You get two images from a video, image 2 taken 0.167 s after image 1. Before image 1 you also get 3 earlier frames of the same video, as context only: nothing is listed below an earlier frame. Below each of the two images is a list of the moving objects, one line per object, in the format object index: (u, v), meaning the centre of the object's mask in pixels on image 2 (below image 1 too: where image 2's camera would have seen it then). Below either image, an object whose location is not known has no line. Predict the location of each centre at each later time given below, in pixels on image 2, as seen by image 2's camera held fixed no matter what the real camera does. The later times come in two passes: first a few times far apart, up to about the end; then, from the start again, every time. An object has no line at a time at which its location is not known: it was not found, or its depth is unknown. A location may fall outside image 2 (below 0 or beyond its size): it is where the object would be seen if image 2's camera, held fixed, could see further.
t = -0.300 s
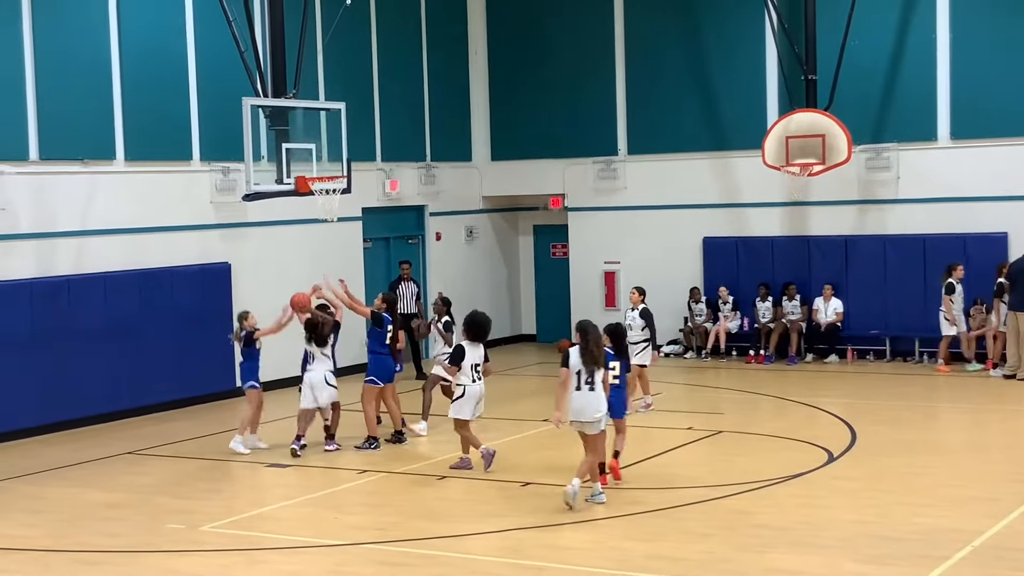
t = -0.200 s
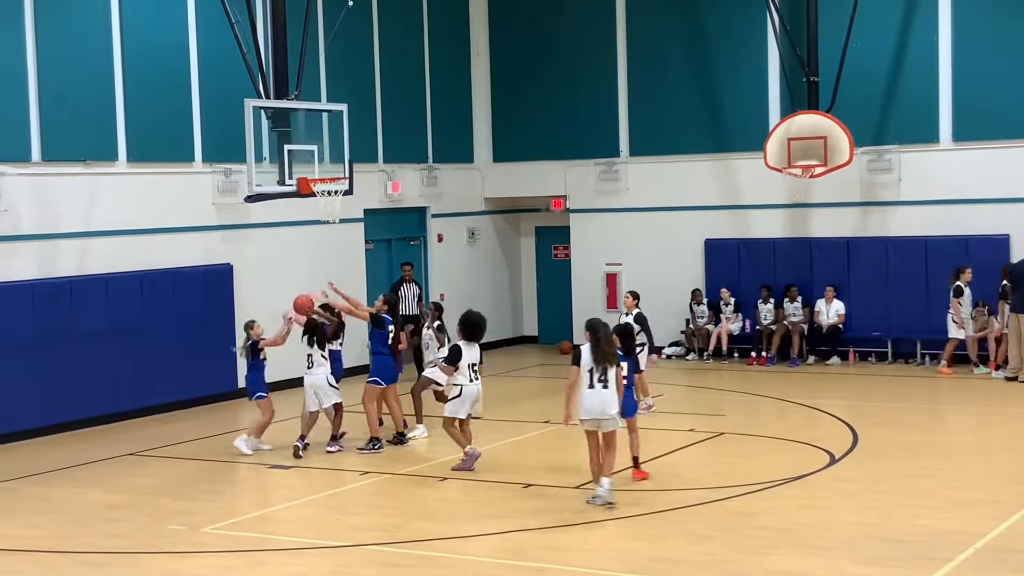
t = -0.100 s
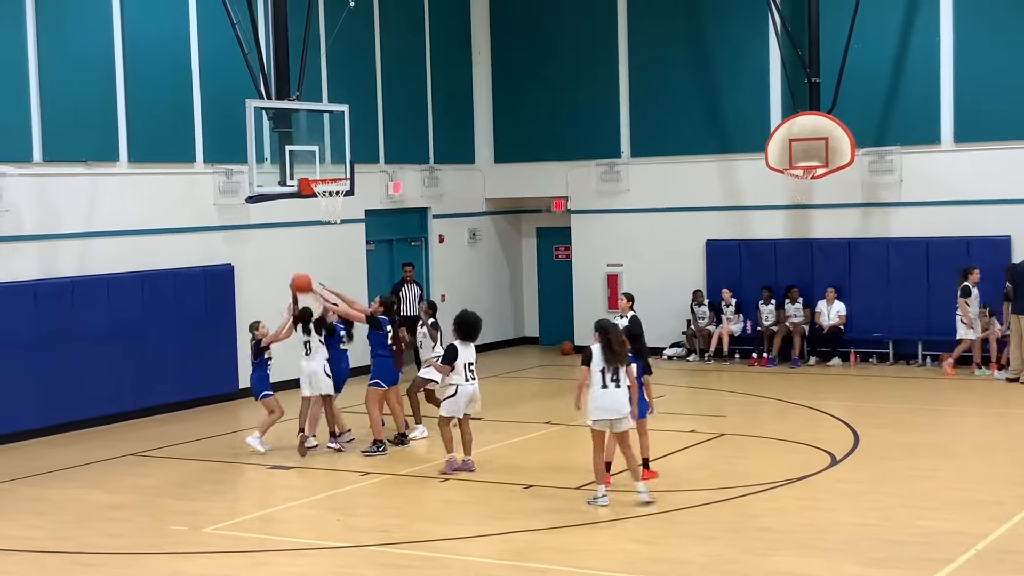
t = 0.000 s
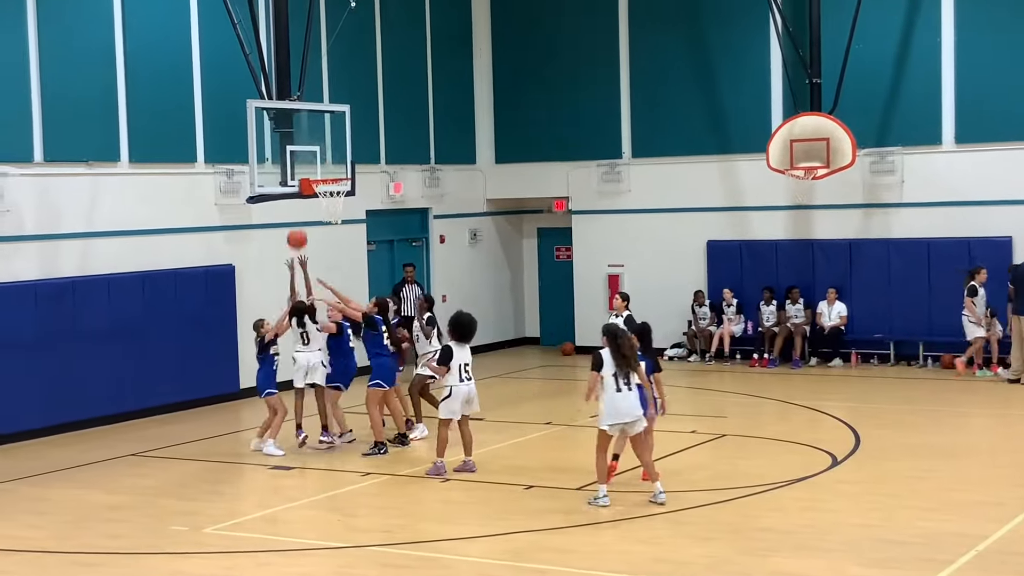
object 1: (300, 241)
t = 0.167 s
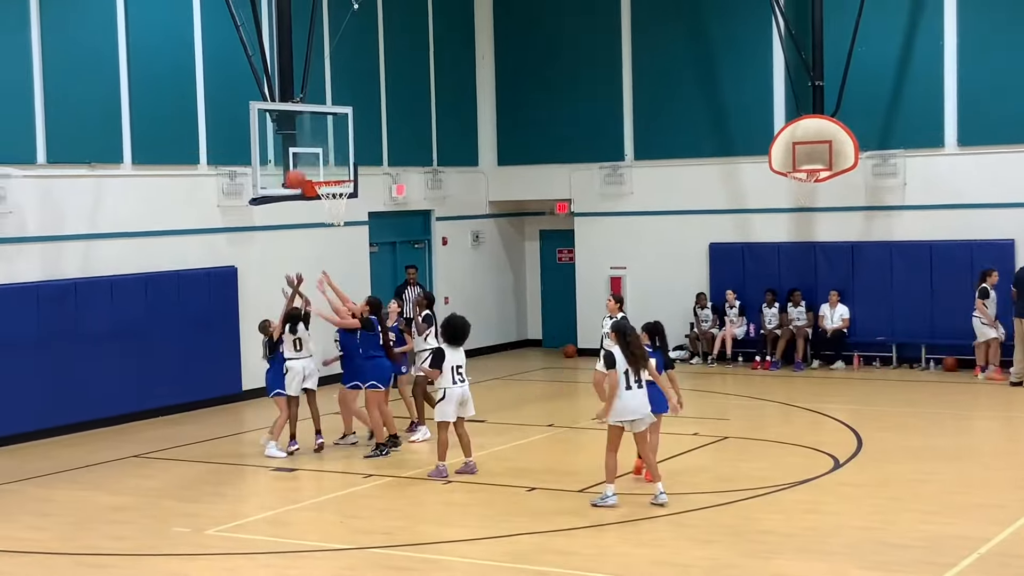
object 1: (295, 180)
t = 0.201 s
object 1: (295, 170)
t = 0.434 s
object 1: (291, 135)
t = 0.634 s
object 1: (309, 146)
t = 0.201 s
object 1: (295, 170)
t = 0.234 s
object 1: (294, 162)
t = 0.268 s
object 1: (293, 155)
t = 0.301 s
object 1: (292, 149)
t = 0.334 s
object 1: (292, 144)
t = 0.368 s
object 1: (291, 139)
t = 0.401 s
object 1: (291, 137)
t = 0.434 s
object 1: (291, 135)
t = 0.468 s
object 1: (290, 134)
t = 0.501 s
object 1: (293, 134)
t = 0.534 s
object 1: (297, 135)
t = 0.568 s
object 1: (301, 137)
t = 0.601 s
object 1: (305, 141)
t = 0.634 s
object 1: (309, 146)
